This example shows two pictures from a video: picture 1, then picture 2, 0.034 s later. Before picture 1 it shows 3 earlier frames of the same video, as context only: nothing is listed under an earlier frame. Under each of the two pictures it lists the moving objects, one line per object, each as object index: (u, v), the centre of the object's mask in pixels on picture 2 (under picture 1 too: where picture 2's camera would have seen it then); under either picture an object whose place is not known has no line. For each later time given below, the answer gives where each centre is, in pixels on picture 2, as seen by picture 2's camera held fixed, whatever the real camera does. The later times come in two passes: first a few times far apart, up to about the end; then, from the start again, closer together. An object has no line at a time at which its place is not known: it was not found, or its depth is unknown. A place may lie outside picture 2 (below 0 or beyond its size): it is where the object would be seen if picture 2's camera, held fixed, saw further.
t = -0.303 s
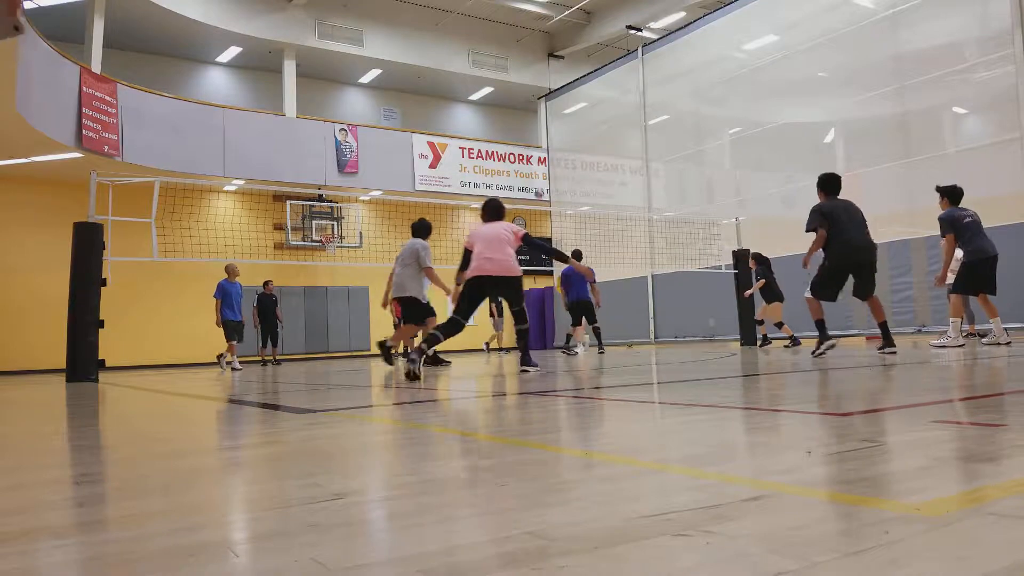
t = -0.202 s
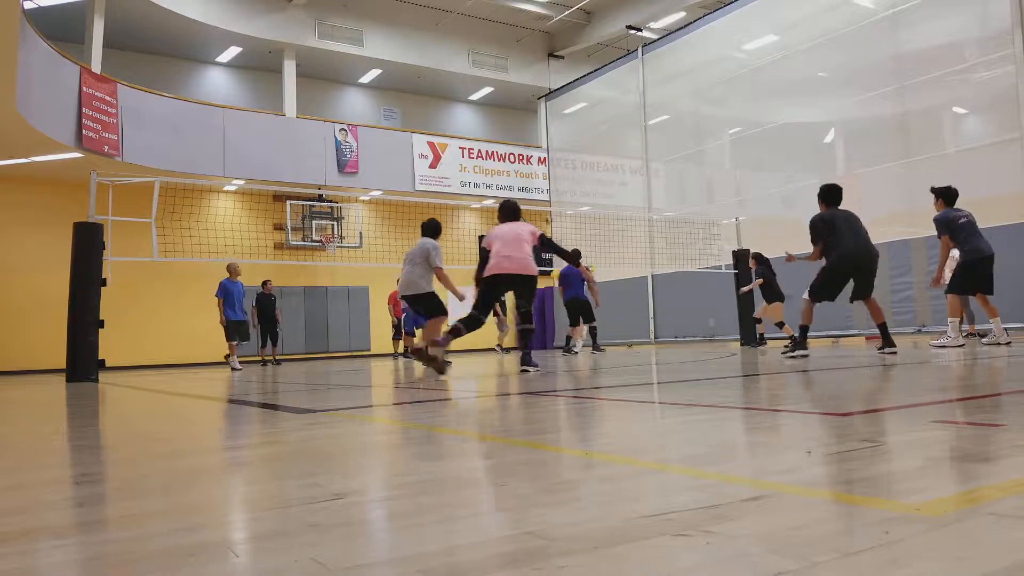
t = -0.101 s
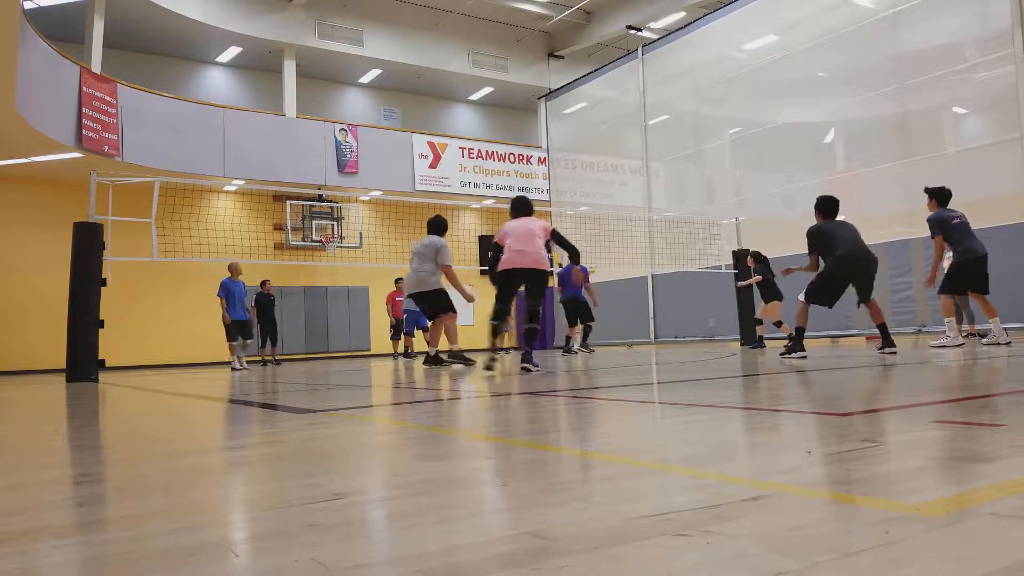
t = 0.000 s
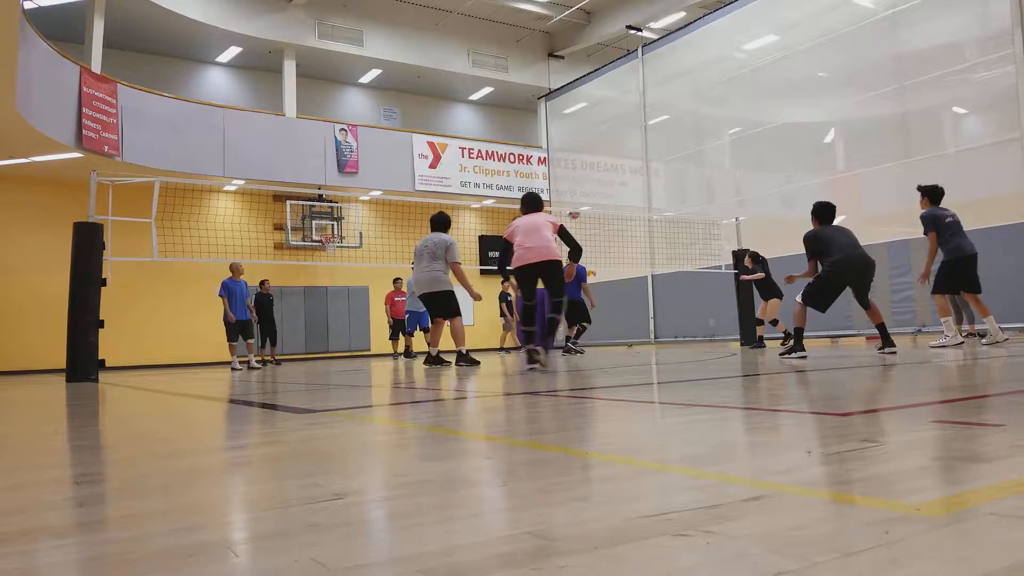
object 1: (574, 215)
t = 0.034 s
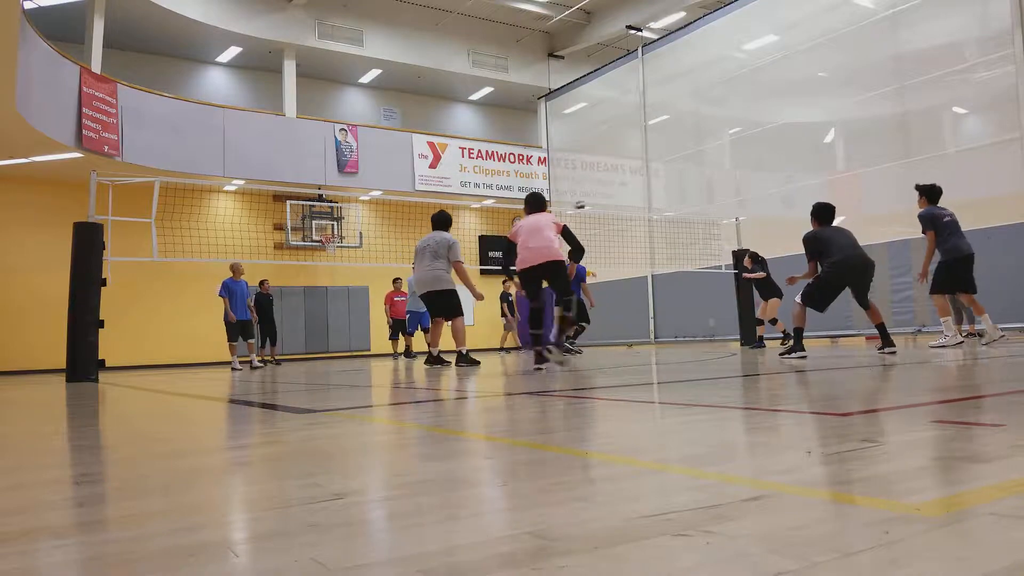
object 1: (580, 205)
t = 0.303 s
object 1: (642, 156)
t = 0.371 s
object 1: (661, 149)
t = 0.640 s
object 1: (764, 158)
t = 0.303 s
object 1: (642, 156)
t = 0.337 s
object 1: (652, 153)
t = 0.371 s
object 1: (661, 149)
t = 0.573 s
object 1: (734, 149)
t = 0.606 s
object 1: (749, 153)
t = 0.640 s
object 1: (764, 158)
